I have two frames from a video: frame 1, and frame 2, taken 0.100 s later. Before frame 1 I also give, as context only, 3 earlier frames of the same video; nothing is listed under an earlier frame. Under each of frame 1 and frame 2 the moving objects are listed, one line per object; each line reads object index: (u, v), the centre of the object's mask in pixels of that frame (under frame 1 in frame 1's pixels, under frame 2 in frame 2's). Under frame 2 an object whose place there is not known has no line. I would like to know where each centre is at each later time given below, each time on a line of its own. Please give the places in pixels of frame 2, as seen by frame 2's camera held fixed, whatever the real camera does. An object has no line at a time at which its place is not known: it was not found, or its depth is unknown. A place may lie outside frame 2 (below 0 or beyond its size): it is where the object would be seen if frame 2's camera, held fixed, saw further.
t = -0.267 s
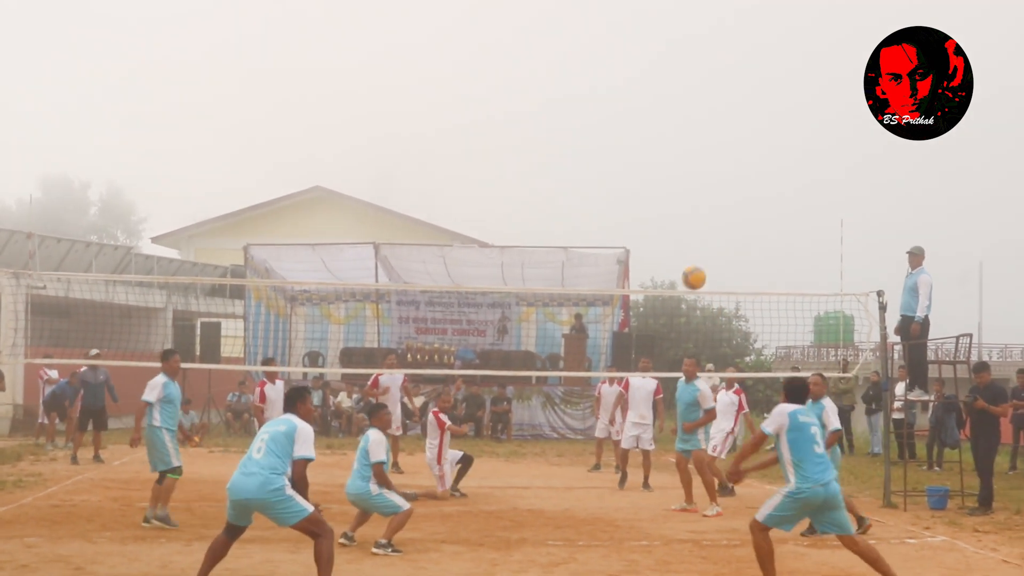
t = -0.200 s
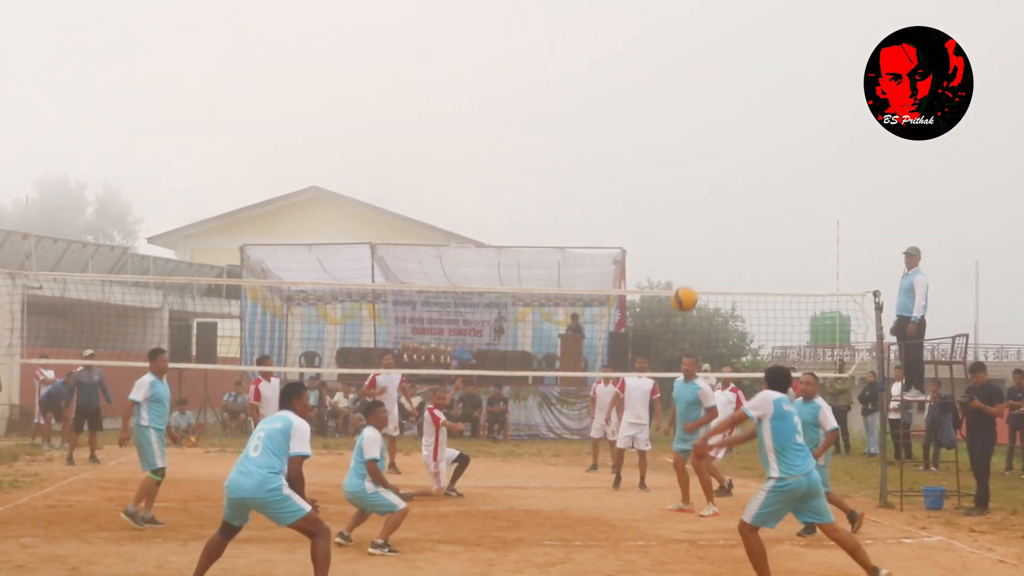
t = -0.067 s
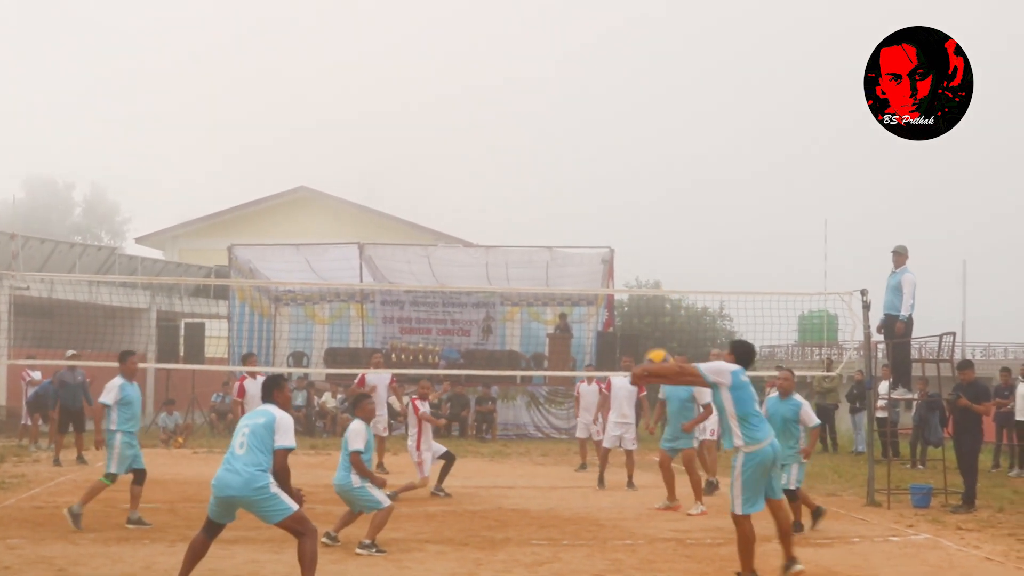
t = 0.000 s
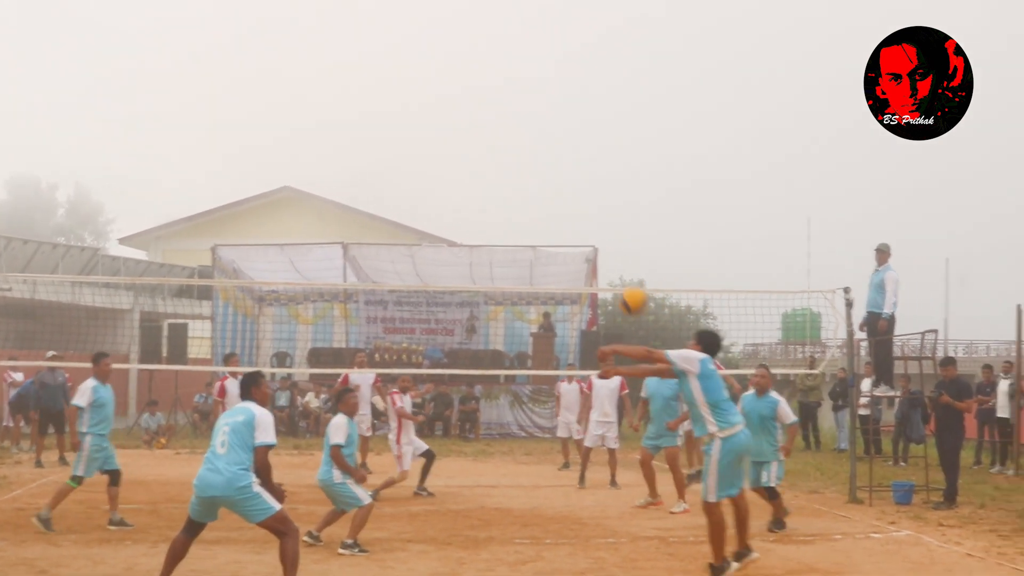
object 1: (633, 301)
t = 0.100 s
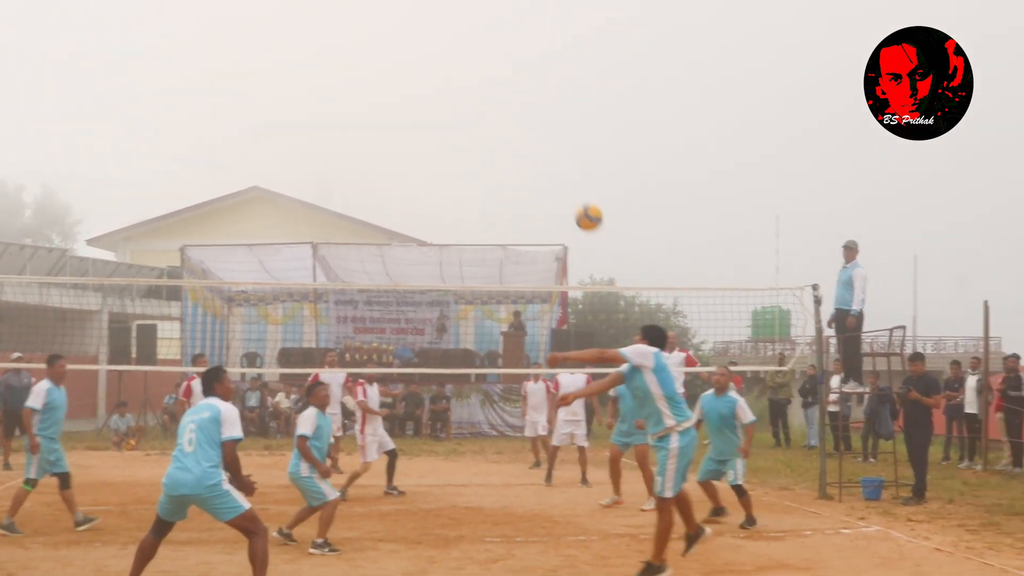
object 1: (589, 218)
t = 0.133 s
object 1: (583, 196)
